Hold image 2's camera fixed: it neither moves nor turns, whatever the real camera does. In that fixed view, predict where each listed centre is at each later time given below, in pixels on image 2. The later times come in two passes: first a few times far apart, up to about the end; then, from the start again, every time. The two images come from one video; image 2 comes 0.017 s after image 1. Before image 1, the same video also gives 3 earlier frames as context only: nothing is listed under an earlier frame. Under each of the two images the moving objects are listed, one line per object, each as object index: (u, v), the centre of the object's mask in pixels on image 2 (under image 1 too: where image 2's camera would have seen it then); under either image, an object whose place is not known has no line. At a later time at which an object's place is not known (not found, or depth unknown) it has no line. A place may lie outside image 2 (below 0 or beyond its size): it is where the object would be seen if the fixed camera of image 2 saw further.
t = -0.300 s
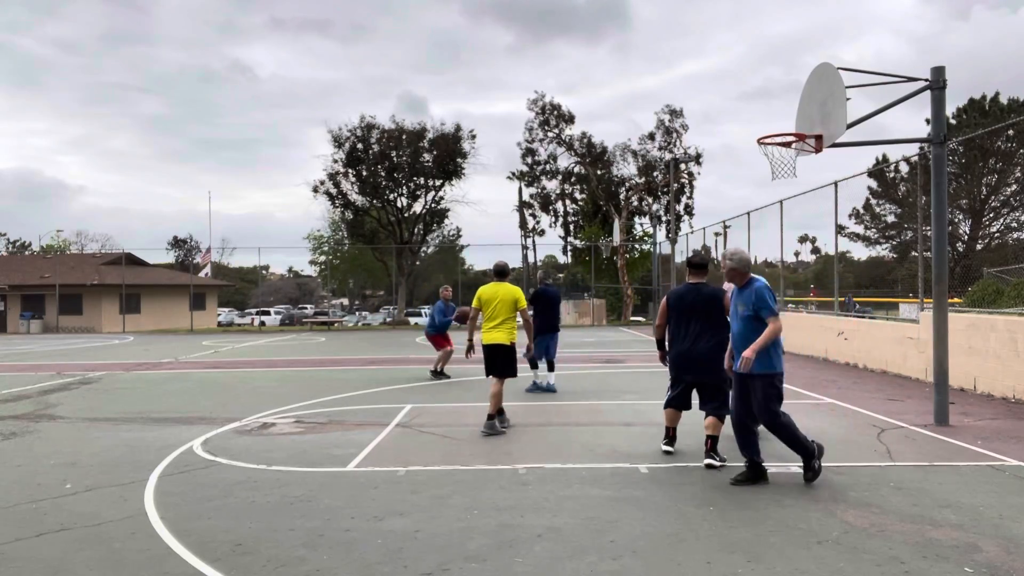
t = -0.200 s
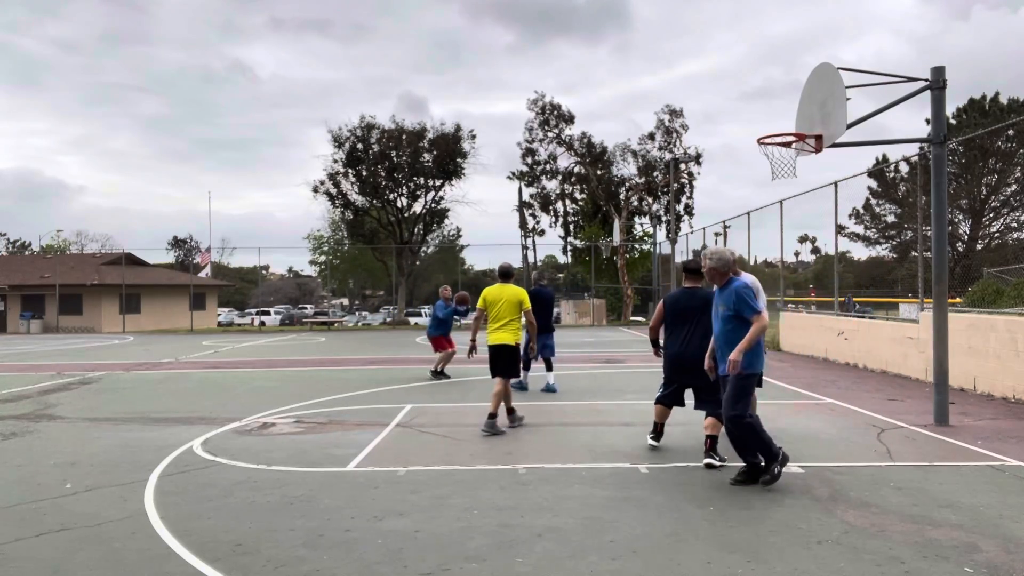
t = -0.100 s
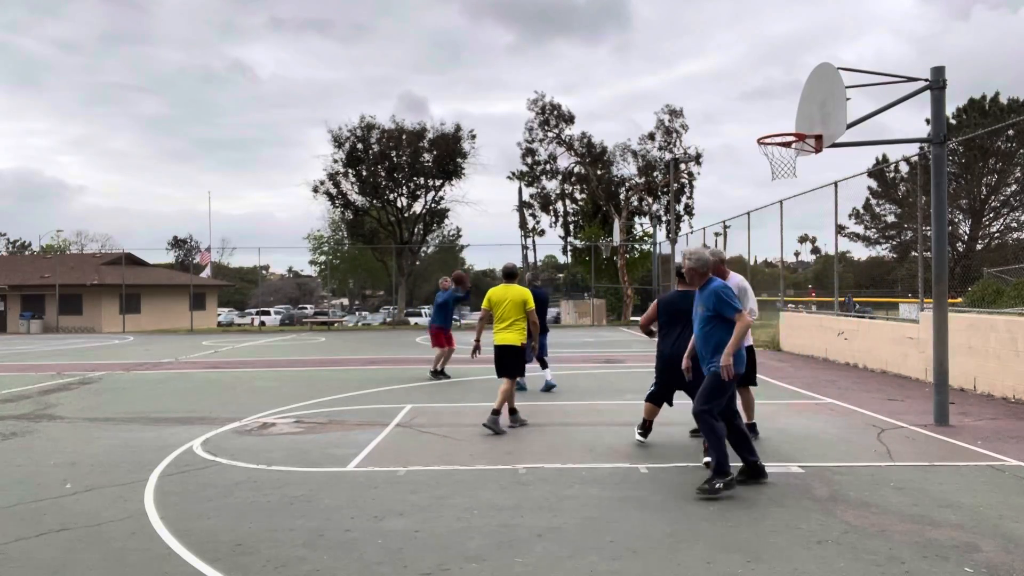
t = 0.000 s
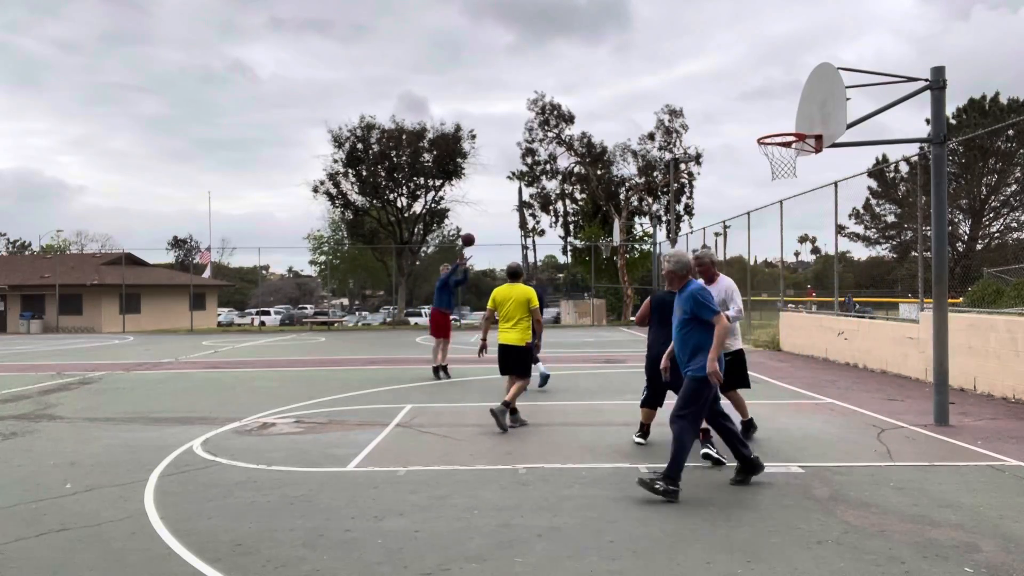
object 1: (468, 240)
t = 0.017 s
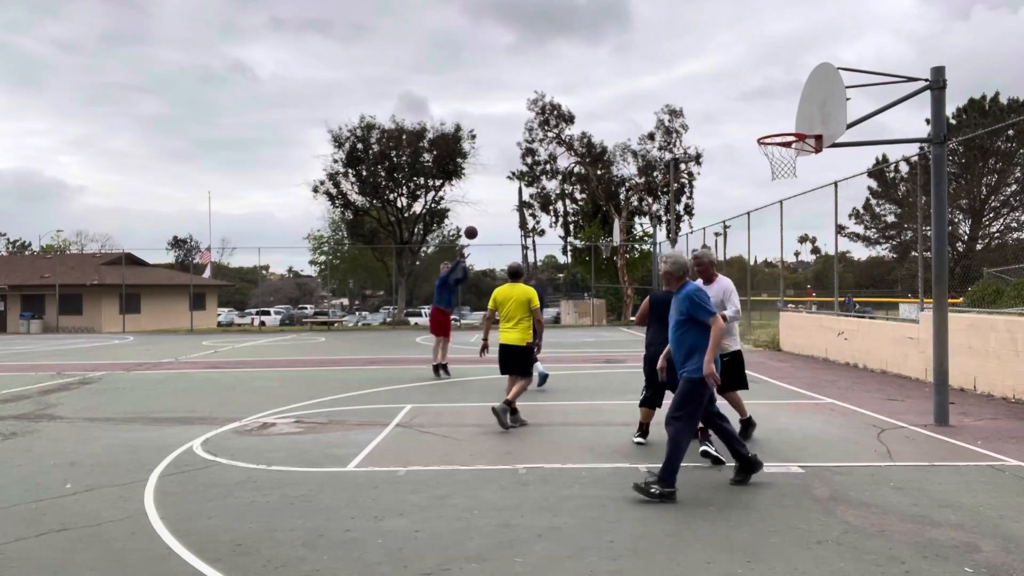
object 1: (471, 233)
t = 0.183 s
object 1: (500, 166)
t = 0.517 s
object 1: (568, 71)
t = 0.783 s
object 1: (633, 40)
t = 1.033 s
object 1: (705, 59)
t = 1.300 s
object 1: (787, 145)
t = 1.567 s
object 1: (759, 161)
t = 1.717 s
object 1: (749, 182)
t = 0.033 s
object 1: (474, 225)
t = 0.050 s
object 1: (477, 218)
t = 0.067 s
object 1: (479, 211)
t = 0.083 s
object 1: (482, 205)
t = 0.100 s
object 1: (485, 198)
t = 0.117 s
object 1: (488, 191)
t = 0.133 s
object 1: (491, 185)
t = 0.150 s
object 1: (494, 179)
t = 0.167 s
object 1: (497, 173)
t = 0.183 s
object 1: (500, 166)
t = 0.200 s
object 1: (503, 160)
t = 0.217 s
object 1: (506, 154)
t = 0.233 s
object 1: (509, 149)
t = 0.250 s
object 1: (513, 143)
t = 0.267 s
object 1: (516, 138)
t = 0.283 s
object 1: (519, 132)
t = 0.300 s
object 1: (522, 127)
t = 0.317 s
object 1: (526, 122)
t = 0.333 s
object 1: (529, 117)
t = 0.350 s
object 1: (532, 112)
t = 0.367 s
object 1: (536, 107)
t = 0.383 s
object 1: (539, 102)
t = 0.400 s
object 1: (542, 99)
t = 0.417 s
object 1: (546, 94)
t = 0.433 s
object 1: (549, 90)
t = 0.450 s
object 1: (553, 86)
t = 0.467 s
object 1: (557, 82)
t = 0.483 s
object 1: (560, 78)
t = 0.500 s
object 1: (564, 75)
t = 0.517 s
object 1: (568, 71)
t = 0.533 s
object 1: (571, 68)
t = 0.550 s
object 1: (575, 65)
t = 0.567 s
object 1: (579, 62)
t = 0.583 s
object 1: (583, 59)
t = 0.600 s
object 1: (587, 57)
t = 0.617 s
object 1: (591, 54)
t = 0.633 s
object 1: (595, 52)
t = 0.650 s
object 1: (599, 50)
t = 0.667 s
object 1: (603, 48)
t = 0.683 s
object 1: (607, 46)
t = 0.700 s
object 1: (611, 45)
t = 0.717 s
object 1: (615, 43)
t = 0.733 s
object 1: (620, 42)
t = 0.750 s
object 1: (624, 41)
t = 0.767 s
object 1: (628, 41)
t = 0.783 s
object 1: (633, 40)
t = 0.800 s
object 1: (637, 40)
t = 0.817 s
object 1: (641, 40)
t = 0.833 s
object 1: (646, 40)
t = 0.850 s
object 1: (651, 40)
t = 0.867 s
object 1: (655, 40)
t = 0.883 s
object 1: (660, 41)
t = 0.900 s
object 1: (665, 42)
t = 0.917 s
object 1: (670, 43)
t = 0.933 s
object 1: (674, 45)
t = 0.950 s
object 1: (679, 47)
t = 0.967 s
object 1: (684, 48)
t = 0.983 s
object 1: (689, 51)
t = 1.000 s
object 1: (695, 53)
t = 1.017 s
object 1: (700, 56)
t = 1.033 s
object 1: (705, 59)
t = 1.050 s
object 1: (710, 62)
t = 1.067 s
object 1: (715, 66)
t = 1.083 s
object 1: (721, 69)
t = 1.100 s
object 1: (726, 73)
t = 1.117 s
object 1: (732, 78)
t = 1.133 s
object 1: (737, 82)
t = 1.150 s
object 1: (743, 87)
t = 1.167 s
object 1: (749, 92)
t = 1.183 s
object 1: (755, 98)
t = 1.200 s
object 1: (760, 104)
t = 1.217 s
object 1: (767, 110)
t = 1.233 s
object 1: (773, 116)
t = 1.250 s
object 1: (779, 123)
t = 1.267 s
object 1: (785, 131)
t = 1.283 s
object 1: (790, 137)
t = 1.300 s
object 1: (787, 145)
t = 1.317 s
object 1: (783, 151)
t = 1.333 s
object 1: (780, 158)
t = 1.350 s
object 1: (776, 163)
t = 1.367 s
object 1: (774, 165)
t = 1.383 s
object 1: (772, 165)
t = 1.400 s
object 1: (770, 163)
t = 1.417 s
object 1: (768, 162)
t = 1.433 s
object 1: (767, 160)
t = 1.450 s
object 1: (766, 159)
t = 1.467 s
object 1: (765, 158)
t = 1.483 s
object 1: (764, 157)
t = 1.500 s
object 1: (763, 157)
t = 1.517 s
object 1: (762, 157)
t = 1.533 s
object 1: (761, 158)
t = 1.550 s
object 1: (760, 159)
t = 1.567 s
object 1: (759, 161)
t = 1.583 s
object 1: (757, 162)
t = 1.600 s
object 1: (756, 164)
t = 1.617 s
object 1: (755, 166)
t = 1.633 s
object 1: (754, 168)
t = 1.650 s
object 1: (753, 170)
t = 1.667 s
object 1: (752, 173)
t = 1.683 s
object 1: (751, 176)
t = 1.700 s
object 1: (750, 179)
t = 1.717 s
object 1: (749, 182)
